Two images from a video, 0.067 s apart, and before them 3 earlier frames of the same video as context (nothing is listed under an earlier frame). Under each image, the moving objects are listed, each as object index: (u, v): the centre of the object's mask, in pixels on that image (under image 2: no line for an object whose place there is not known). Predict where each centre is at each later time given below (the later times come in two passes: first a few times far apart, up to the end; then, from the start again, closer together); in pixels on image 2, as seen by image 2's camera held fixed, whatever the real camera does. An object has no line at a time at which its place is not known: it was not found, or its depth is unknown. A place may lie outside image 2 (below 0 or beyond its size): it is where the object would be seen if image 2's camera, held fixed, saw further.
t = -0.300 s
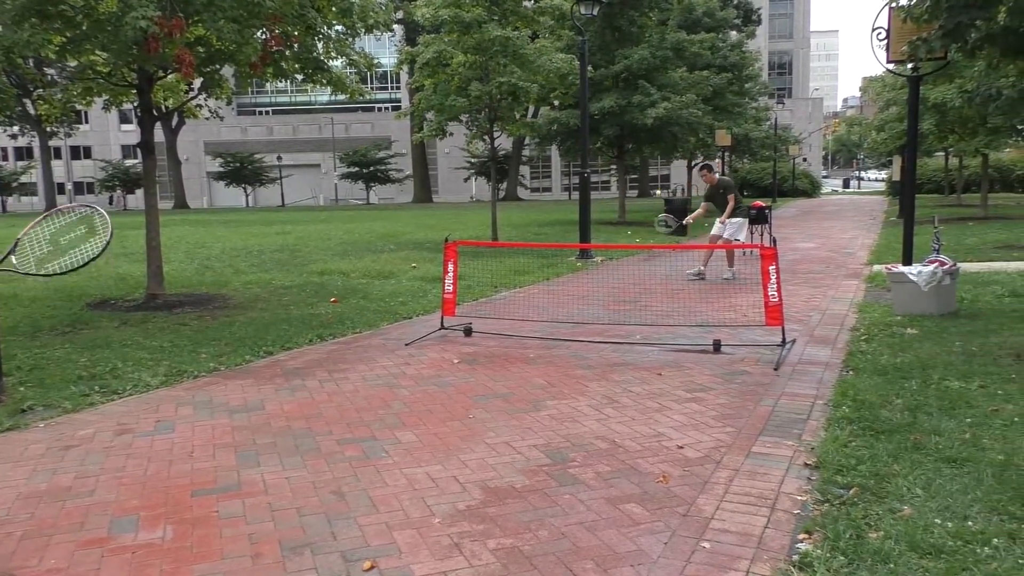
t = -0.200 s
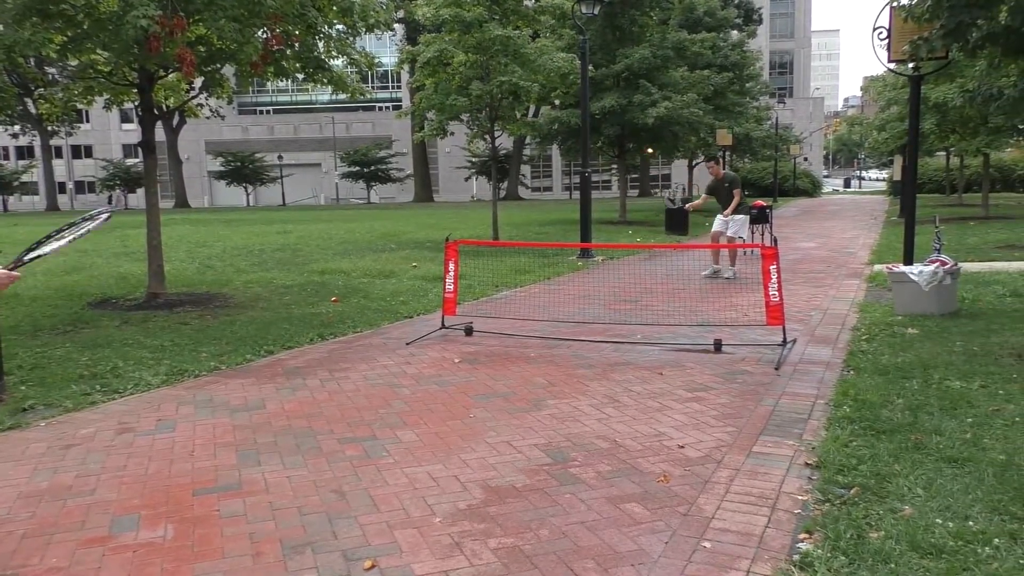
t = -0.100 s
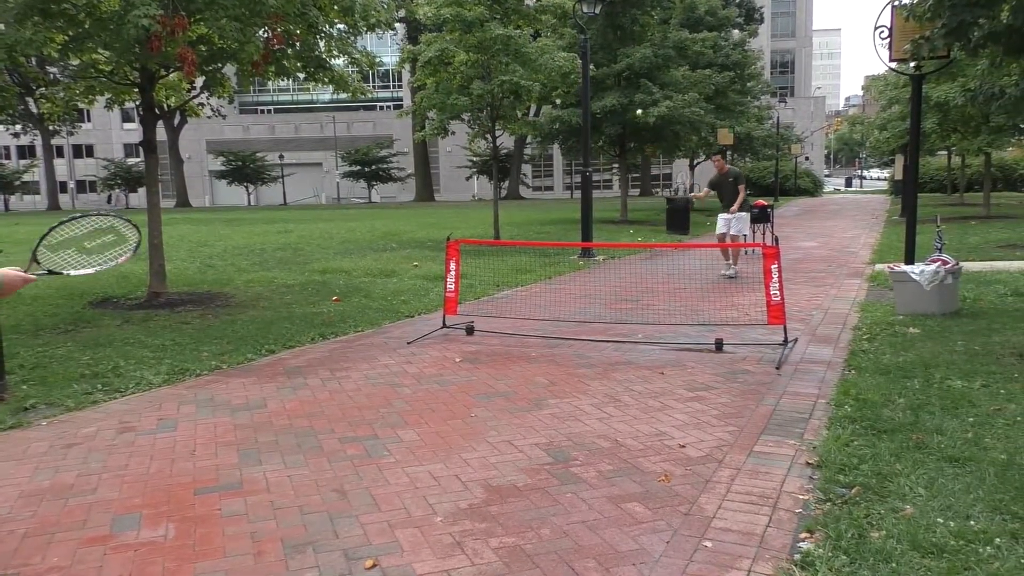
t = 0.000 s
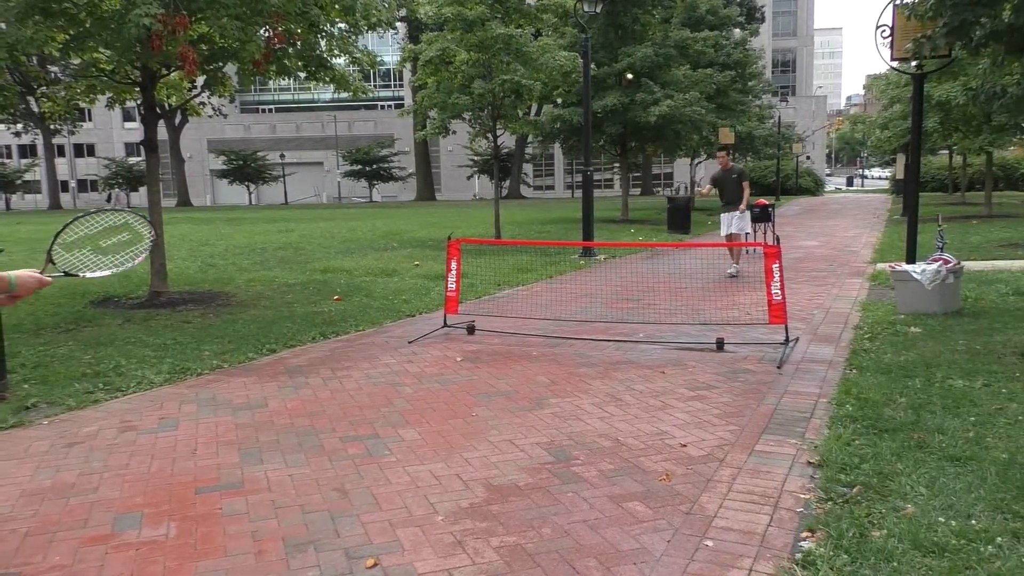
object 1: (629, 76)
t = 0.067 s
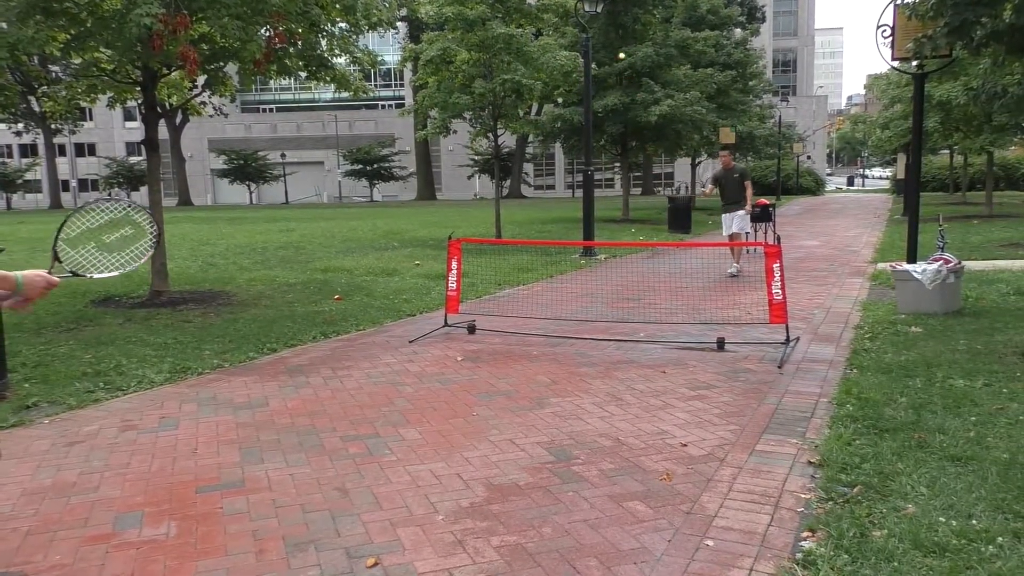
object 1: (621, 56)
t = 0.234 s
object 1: (597, 20)
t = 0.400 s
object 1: (568, 9)
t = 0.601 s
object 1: (523, 51)
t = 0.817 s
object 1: (454, 214)
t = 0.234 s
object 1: (597, 20)
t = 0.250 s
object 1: (595, 17)
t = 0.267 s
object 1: (592, 14)
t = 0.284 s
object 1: (589, 13)
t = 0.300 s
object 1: (587, 12)
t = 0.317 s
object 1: (584, 11)
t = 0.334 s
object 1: (580, 9)
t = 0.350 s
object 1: (578, 9)
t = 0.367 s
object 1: (574, 9)
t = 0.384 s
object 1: (573, 9)
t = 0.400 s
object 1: (568, 9)
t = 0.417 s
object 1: (565, 11)
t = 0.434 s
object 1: (563, 12)
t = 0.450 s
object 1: (559, 13)
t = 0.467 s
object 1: (556, 14)
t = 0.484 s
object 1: (552, 17)
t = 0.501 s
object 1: (548, 20)
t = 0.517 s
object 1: (544, 24)
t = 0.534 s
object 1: (540, 28)
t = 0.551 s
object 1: (537, 33)
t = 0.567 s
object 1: (532, 37)
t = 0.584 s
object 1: (528, 44)
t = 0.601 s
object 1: (523, 51)
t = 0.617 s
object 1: (519, 58)
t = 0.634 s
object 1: (515, 65)
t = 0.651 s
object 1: (510, 75)
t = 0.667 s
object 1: (505, 85)
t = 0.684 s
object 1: (500, 95)
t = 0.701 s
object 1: (495, 106)
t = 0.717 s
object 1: (490, 118)
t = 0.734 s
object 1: (485, 132)
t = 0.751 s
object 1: (479, 146)
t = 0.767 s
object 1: (474, 160)
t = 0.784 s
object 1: (467, 178)
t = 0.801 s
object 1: (461, 195)
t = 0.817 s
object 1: (454, 214)
